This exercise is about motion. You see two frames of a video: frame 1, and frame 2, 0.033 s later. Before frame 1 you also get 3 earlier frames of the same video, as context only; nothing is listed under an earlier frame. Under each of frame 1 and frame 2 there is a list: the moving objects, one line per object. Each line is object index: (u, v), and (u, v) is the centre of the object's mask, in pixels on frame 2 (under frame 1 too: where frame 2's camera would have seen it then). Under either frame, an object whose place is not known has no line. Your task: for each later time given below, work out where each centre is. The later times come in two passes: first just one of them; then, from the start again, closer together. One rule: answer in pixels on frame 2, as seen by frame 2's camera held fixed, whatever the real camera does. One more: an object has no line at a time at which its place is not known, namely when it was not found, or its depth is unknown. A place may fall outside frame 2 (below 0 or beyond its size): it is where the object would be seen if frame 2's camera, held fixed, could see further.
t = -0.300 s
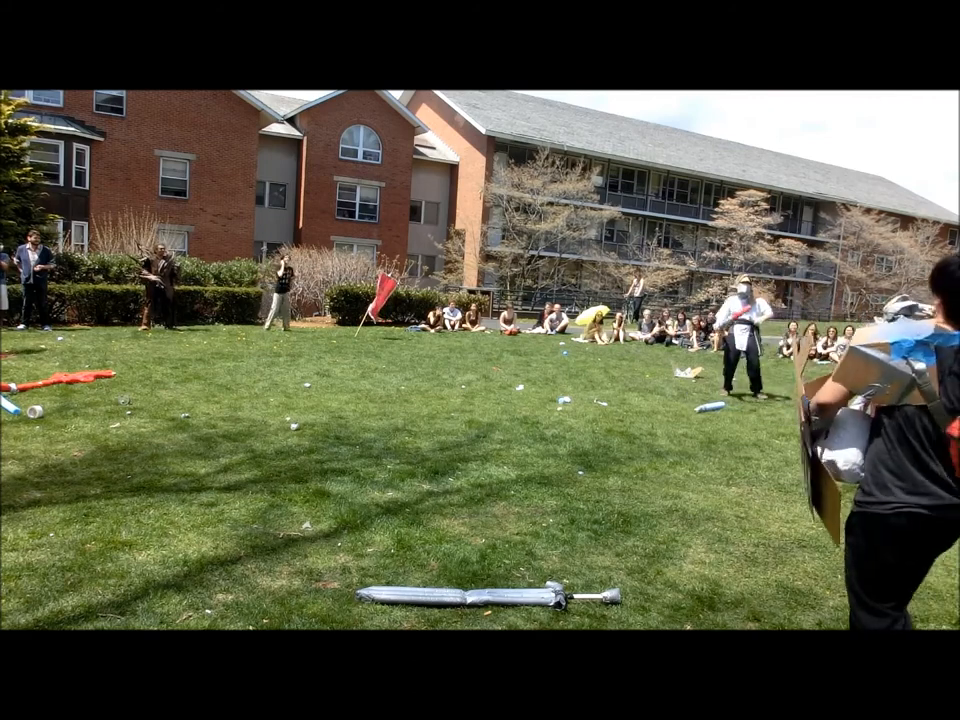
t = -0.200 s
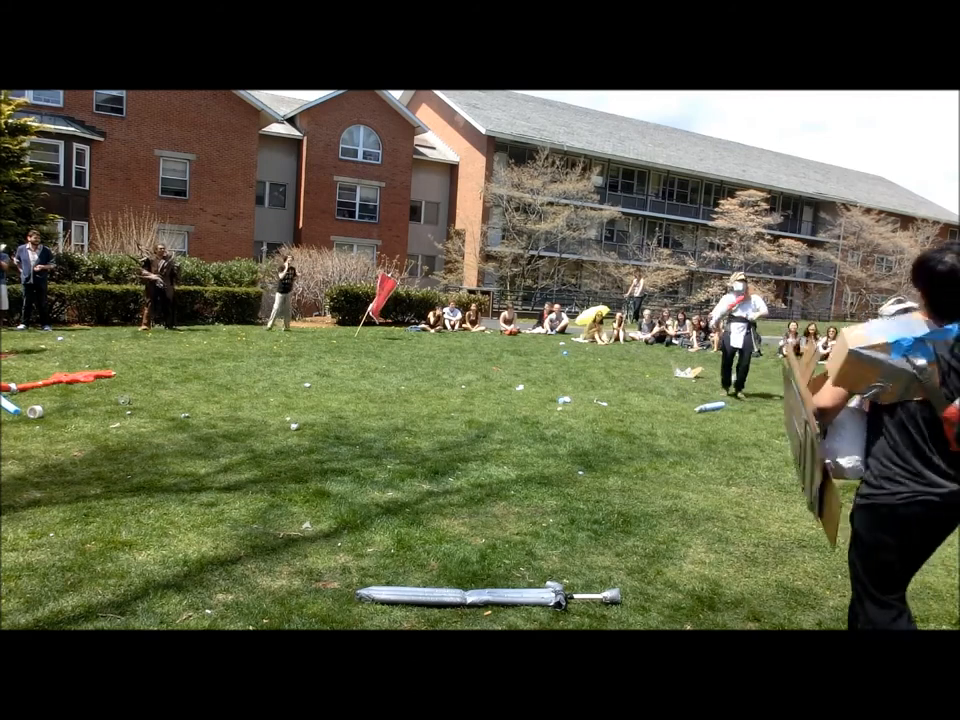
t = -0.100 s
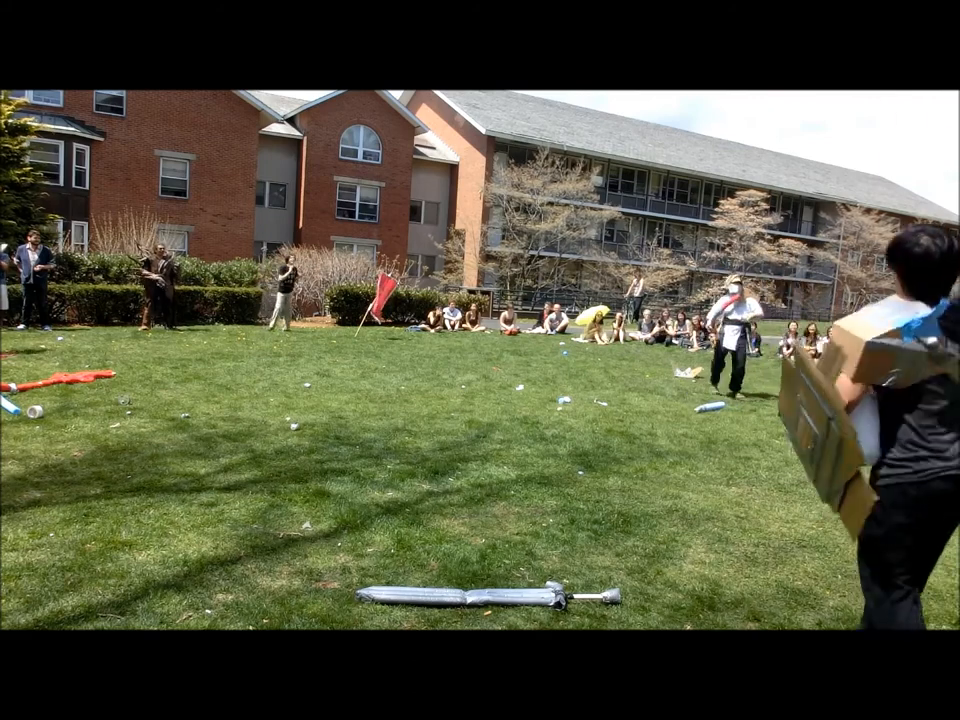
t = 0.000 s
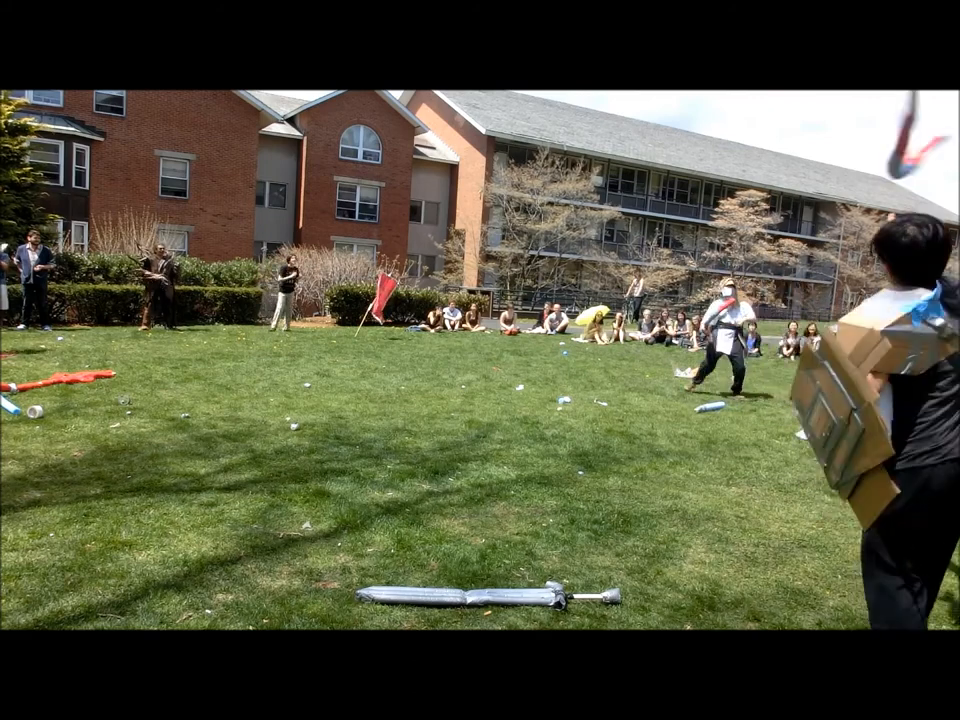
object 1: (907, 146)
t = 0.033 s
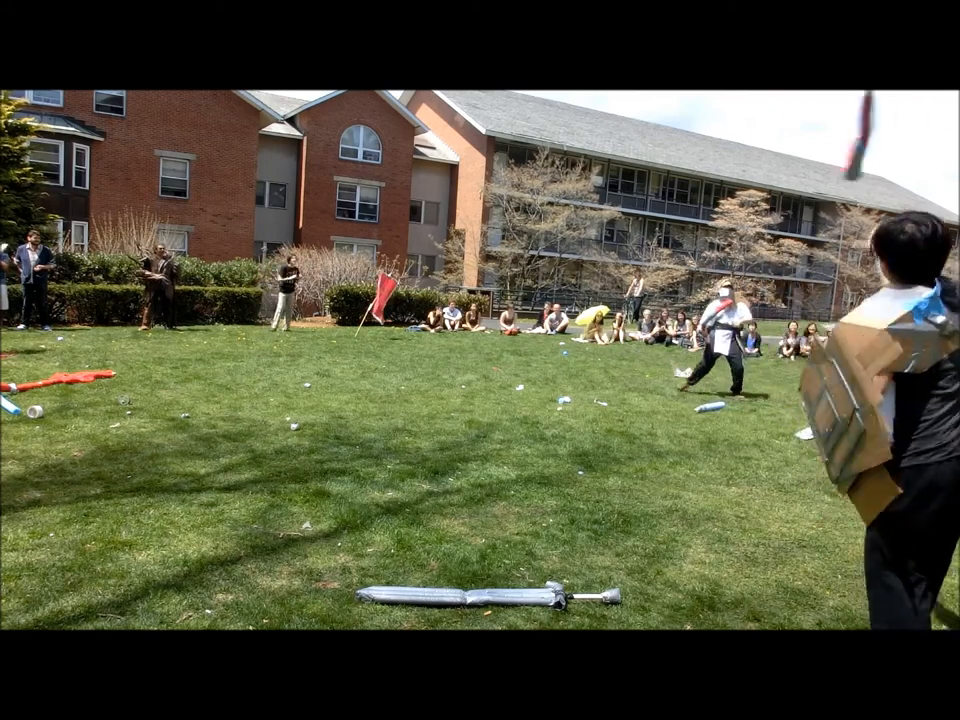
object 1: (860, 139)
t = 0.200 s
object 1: (716, 151)
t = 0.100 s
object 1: (787, 154)
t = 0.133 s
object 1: (758, 154)
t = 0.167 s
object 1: (735, 148)
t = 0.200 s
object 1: (716, 151)
